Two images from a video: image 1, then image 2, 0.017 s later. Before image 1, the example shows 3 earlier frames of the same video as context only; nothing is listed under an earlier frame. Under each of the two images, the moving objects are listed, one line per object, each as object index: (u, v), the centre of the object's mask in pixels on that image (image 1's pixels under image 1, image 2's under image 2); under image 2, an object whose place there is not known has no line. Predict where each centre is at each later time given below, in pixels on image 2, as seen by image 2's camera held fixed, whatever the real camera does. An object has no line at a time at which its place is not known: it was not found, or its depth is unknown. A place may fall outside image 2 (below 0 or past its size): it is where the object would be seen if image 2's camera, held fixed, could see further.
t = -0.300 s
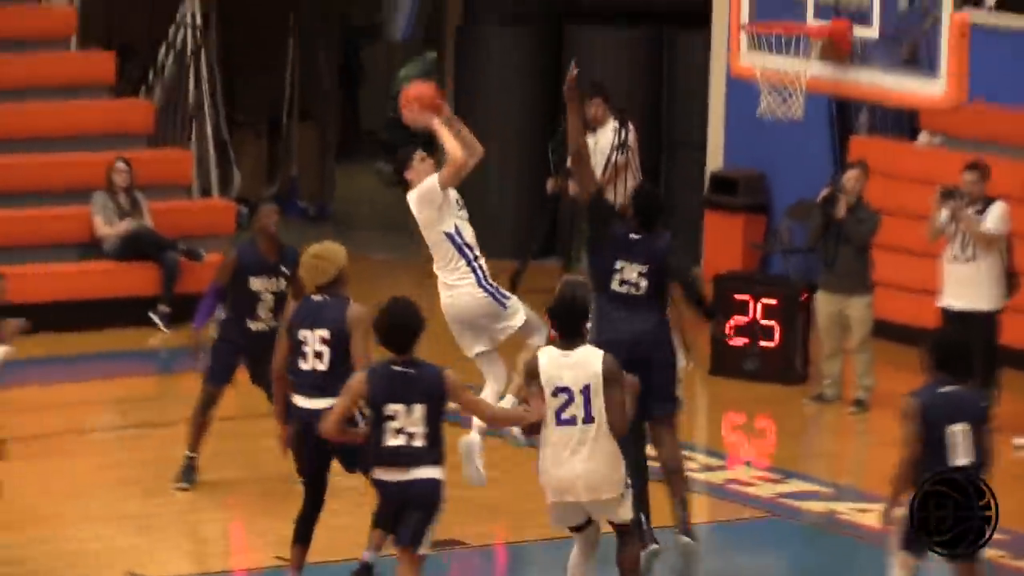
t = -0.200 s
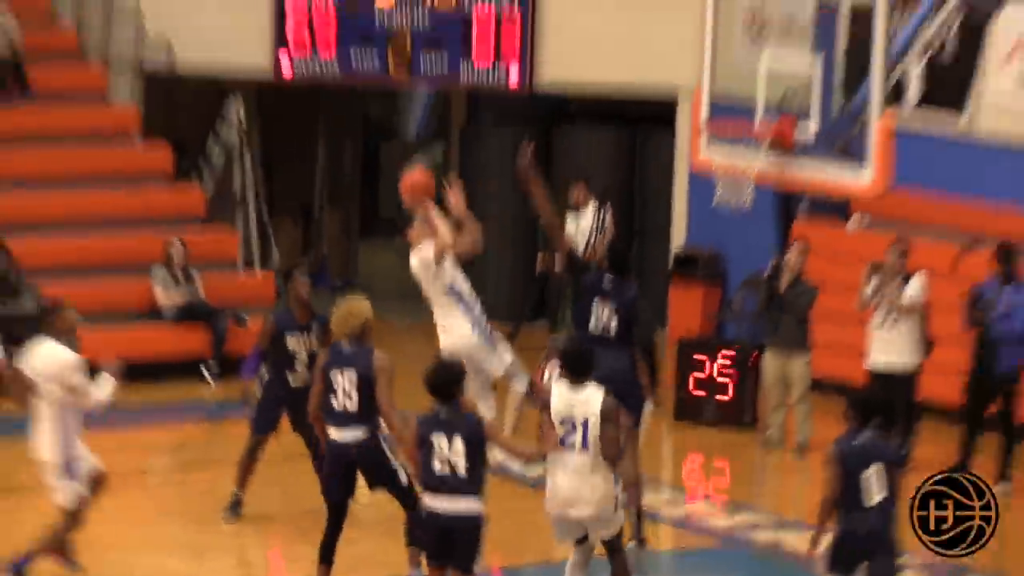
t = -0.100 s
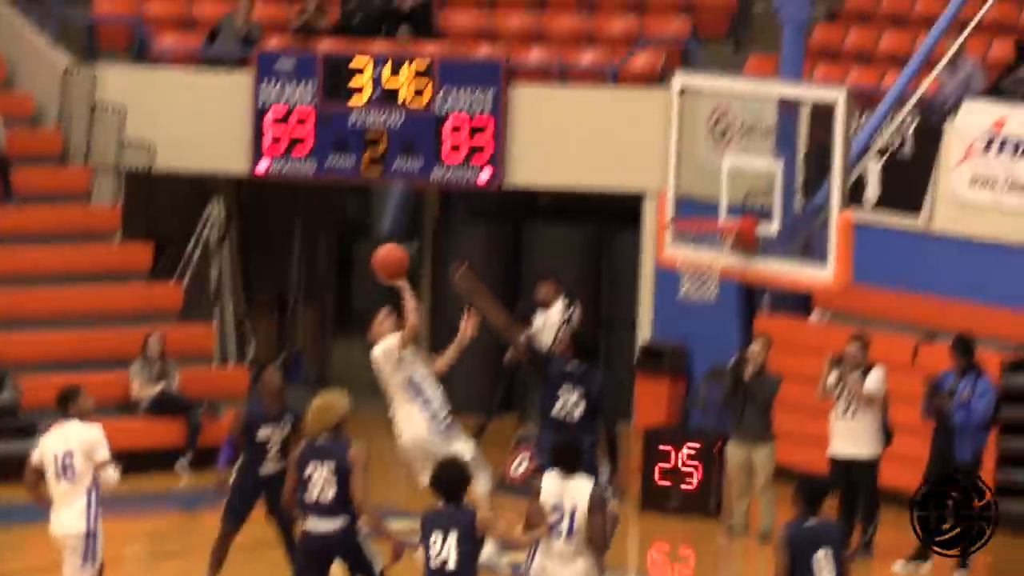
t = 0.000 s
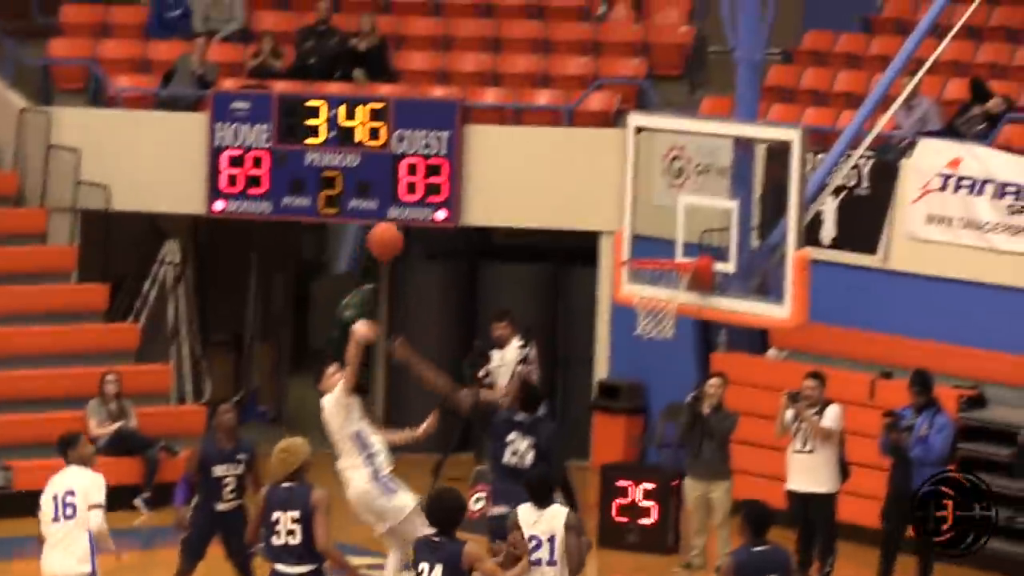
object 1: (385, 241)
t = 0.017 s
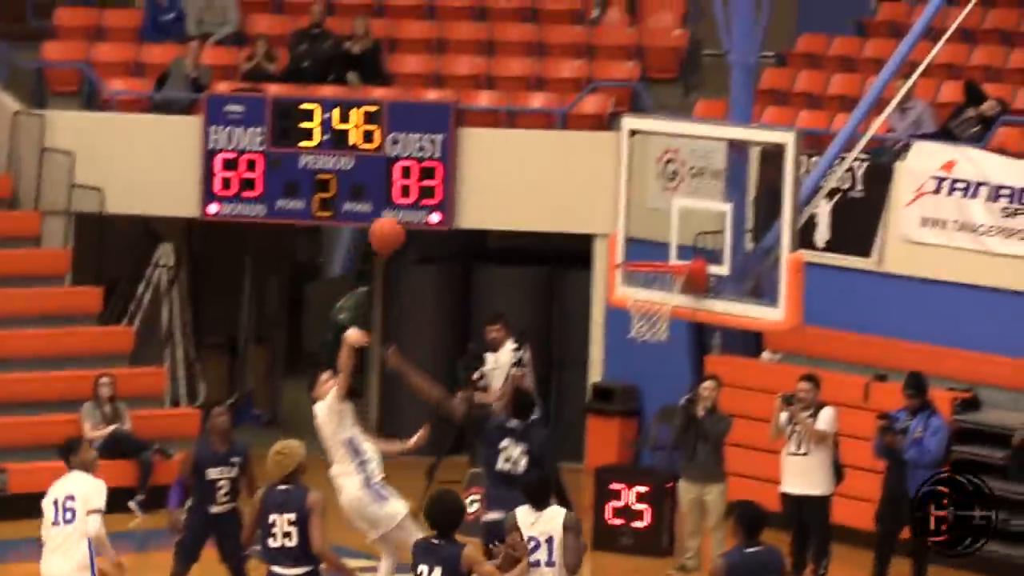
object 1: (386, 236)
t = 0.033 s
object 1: (395, 226)
